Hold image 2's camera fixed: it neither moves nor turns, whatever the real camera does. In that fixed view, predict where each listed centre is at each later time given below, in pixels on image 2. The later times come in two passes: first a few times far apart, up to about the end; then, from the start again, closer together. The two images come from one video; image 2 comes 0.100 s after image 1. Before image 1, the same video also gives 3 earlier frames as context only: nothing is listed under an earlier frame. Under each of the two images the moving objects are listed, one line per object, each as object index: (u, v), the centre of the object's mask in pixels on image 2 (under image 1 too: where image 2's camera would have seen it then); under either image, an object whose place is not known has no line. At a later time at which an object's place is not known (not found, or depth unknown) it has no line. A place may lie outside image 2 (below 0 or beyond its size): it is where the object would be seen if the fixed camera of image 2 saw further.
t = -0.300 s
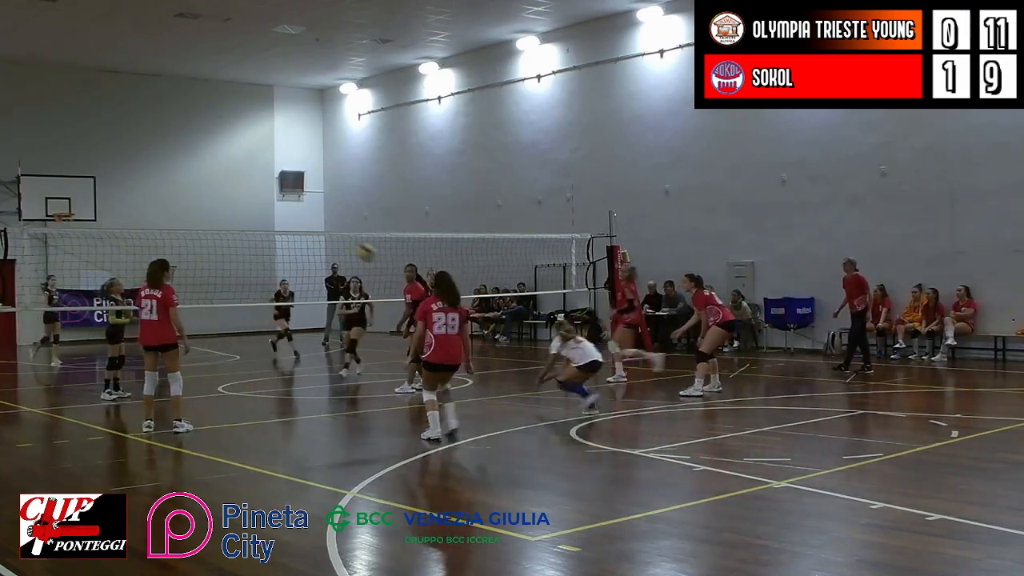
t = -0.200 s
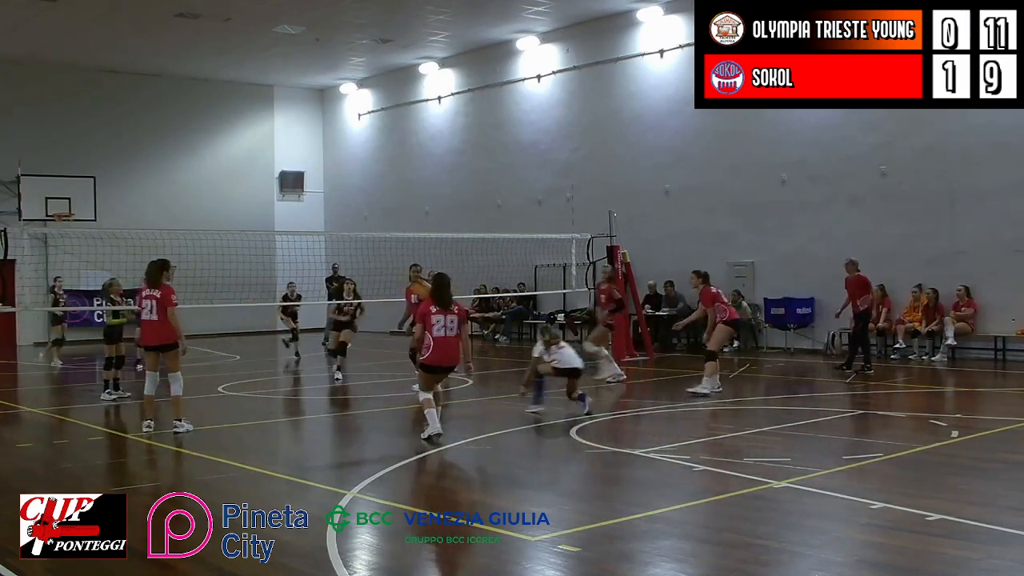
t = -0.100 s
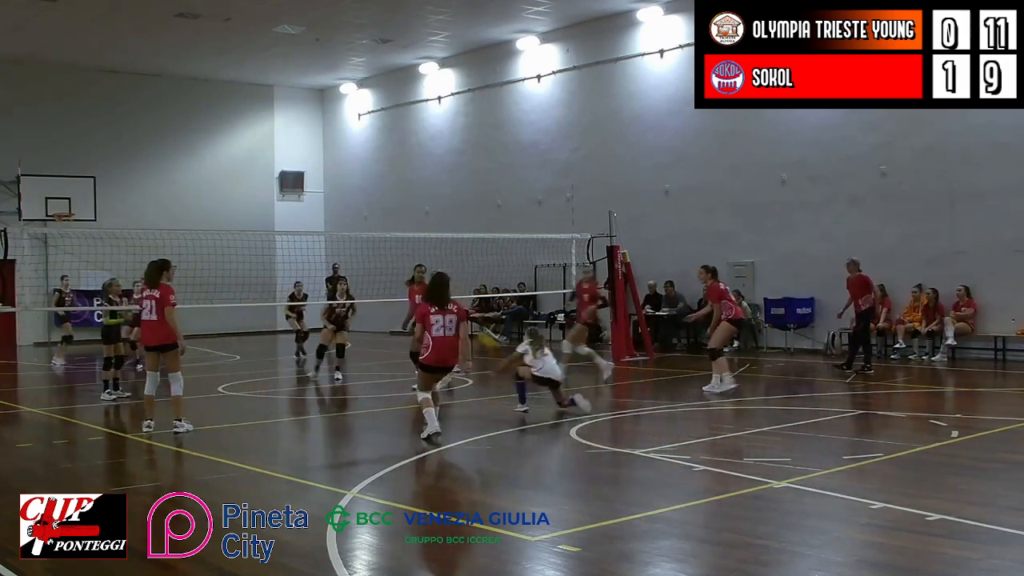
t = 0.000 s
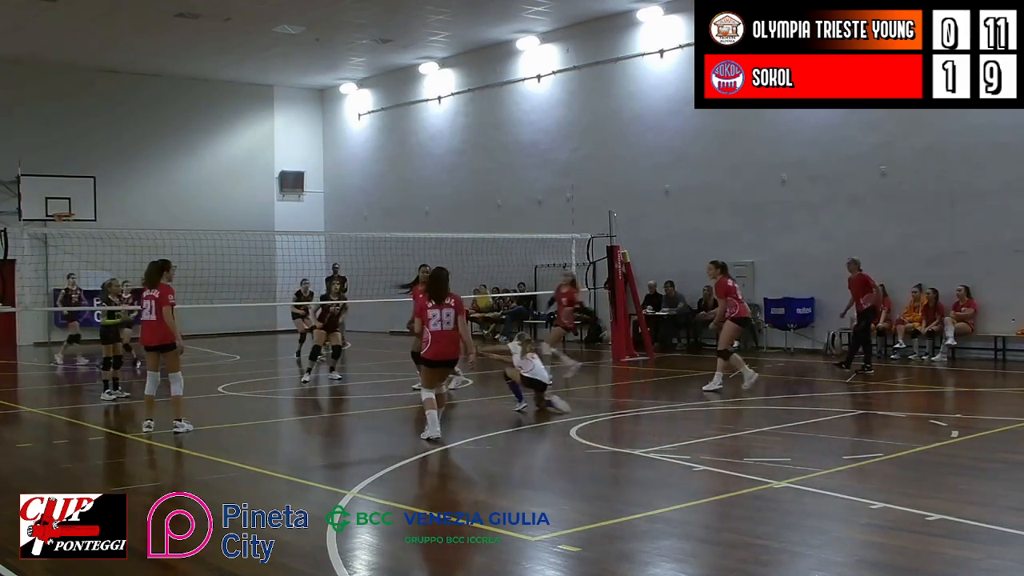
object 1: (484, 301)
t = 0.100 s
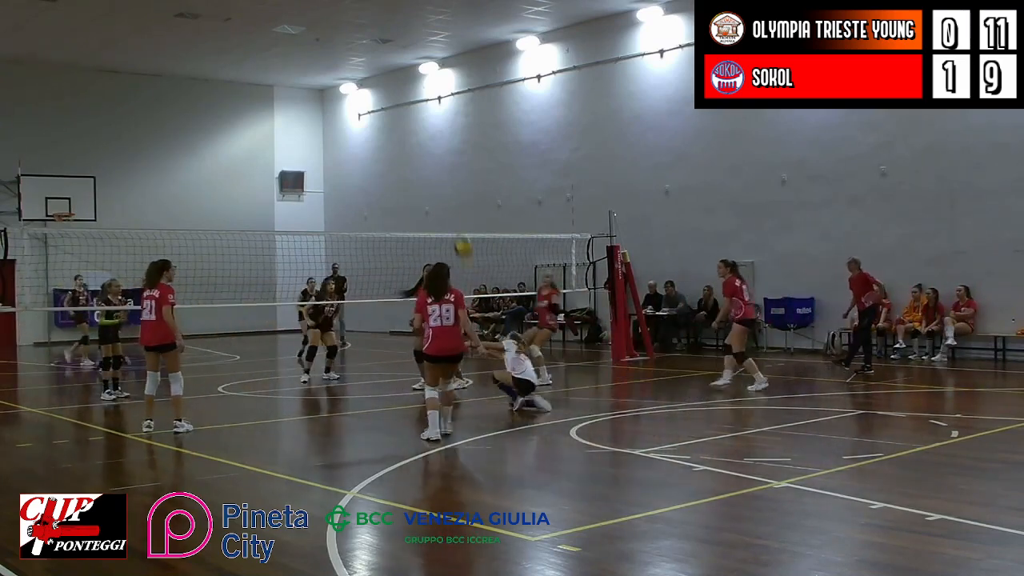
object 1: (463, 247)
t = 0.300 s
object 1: (421, 157)
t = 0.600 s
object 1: (354, 83)
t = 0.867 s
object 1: (292, 105)
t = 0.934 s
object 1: (277, 122)
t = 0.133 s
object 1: (456, 227)
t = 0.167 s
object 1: (448, 213)
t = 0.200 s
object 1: (442, 198)
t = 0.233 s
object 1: (435, 183)
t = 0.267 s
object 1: (427, 170)
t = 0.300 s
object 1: (421, 157)
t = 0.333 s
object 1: (414, 145)
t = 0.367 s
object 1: (407, 134)
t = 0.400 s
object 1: (400, 125)
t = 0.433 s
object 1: (393, 116)
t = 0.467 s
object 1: (387, 109)
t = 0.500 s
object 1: (381, 101)
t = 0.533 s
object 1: (374, 95)
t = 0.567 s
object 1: (367, 91)
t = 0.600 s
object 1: (354, 83)
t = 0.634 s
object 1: (340, 80)
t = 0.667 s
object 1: (334, 81)
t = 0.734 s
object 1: (319, 85)
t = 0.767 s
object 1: (313, 88)
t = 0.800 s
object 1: (306, 93)
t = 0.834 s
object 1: (299, 98)
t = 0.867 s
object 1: (292, 105)
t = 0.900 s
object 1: (285, 113)
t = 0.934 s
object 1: (277, 122)
